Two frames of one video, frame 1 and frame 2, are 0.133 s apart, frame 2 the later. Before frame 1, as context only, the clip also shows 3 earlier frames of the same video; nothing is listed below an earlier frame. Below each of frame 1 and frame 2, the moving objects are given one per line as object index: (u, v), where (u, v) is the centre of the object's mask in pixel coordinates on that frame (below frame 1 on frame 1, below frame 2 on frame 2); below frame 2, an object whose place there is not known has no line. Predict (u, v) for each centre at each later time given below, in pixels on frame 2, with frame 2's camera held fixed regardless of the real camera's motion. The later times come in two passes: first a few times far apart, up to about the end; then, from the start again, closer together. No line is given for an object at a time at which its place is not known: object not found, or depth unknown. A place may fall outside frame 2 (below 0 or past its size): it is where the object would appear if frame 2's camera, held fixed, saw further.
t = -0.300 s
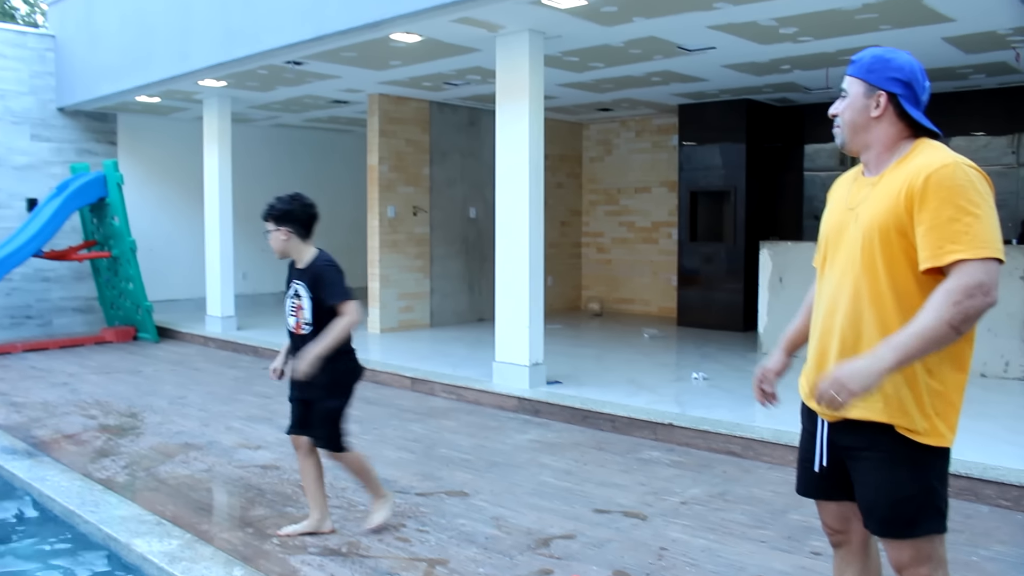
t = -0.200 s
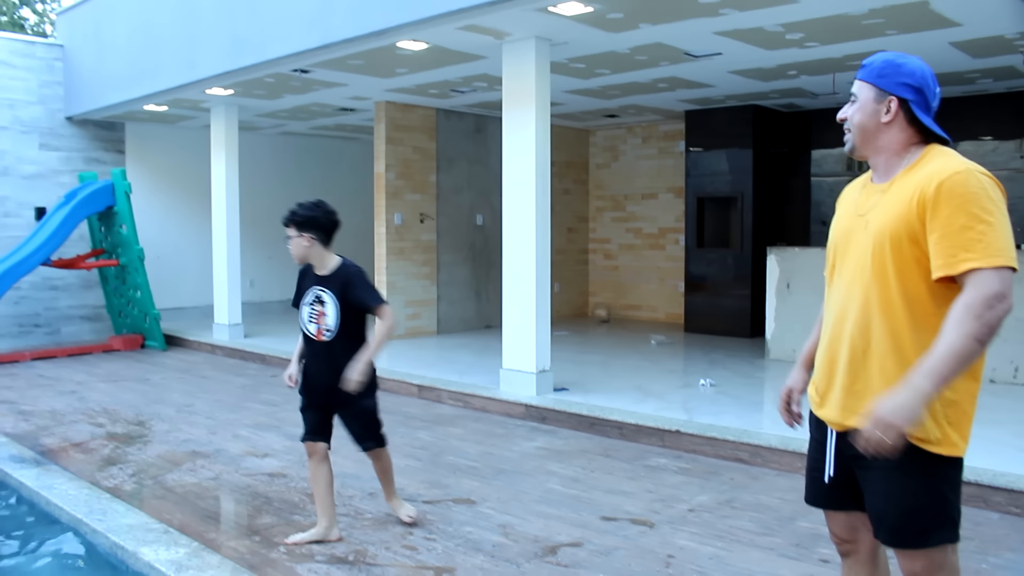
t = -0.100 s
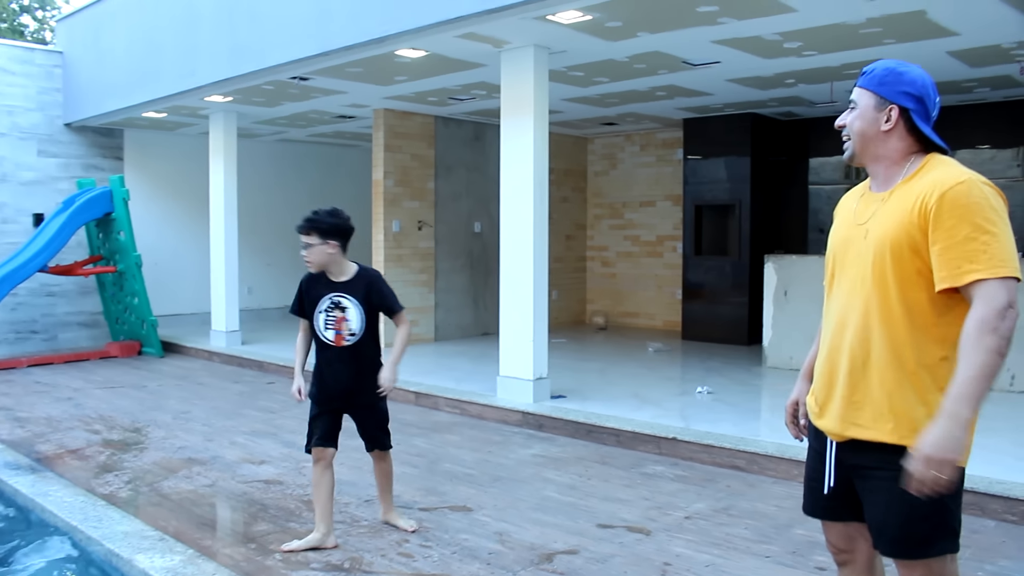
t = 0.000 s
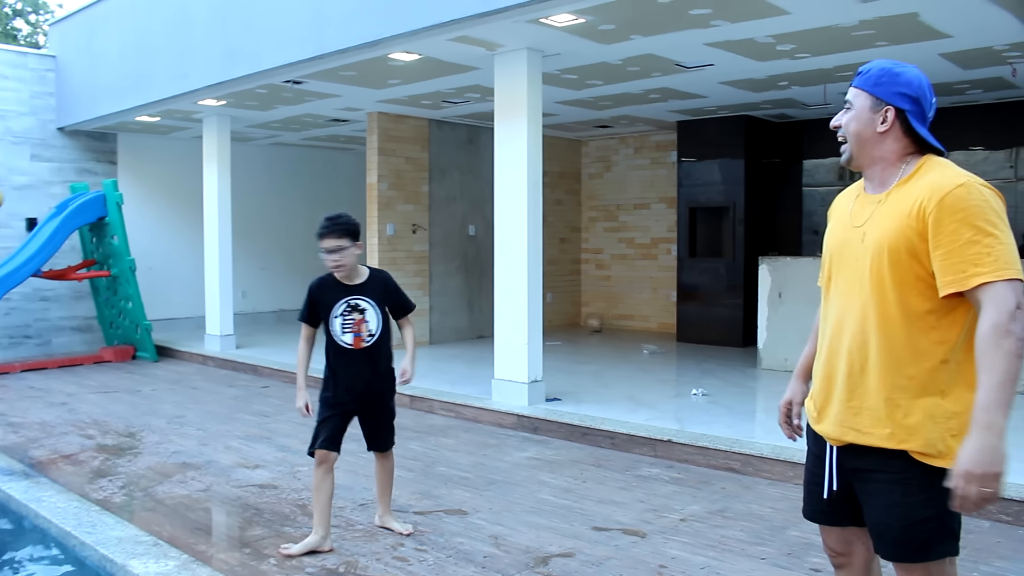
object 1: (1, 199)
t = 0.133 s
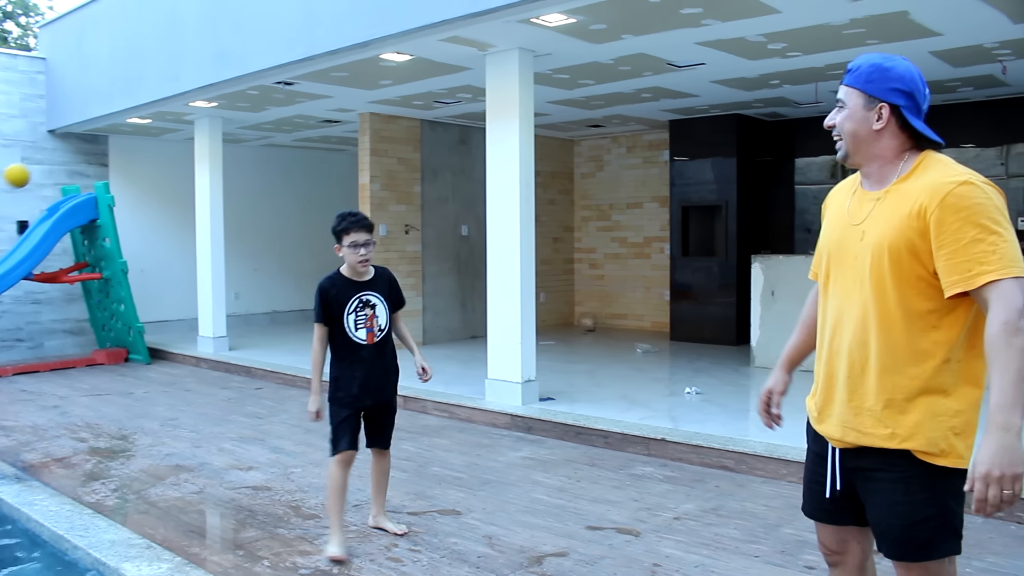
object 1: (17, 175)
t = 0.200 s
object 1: (36, 169)
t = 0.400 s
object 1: (97, 184)
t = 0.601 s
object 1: (165, 252)
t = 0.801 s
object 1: (242, 383)
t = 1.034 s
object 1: (277, 327)
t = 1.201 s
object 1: (292, 284)
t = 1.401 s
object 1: (308, 282)
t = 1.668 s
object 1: (334, 368)
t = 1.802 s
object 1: (347, 406)
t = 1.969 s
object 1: (360, 356)
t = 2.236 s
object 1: (383, 355)
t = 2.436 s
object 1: (404, 424)
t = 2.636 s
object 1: (417, 385)
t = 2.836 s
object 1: (433, 394)
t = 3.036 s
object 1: (448, 421)
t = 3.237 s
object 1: (460, 409)
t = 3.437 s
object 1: (474, 434)
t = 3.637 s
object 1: (485, 430)
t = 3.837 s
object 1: (496, 437)
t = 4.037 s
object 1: (506, 450)
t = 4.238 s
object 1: (514, 459)
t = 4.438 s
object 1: (520, 463)
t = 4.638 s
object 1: (525, 468)
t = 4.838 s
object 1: (528, 475)
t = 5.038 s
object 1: (529, 482)
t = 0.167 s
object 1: (26, 172)
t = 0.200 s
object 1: (36, 169)
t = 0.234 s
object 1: (46, 168)
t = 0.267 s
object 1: (56, 169)
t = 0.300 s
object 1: (65, 171)
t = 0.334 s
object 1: (76, 174)
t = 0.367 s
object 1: (86, 179)
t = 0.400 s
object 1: (97, 184)
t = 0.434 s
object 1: (107, 192)
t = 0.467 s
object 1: (118, 201)
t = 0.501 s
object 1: (129, 212)
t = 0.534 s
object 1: (141, 225)
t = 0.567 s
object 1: (153, 238)
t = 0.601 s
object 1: (165, 252)
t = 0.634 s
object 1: (176, 269)
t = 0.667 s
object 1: (188, 290)
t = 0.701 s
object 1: (200, 310)
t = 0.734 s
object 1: (216, 333)
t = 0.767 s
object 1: (228, 356)
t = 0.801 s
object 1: (242, 383)
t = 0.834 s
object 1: (257, 412)
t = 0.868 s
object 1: (263, 410)
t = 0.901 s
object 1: (266, 390)
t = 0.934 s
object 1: (268, 373)
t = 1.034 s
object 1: (277, 327)
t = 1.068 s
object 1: (280, 316)
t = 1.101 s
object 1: (283, 305)
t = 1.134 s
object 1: (285, 297)
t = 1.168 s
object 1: (289, 289)
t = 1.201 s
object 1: (292, 284)
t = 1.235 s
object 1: (294, 280)
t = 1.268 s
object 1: (297, 278)
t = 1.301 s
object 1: (300, 277)
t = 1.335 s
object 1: (302, 277)
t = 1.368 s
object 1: (305, 279)
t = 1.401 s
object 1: (308, 282)
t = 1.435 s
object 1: (310, 287)
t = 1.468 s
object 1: (314, 294)
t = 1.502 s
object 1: (316, 302)
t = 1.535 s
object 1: (320, 312)
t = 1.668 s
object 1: (334, 368)
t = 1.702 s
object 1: (338, 387)
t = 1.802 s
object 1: (347, 406)
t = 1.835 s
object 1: (350, 394)
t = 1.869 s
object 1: (352, 383)
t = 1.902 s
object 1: (354, 371)
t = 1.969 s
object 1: (360, 356)
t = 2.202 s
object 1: (380, 350)
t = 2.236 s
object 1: (383, 355)
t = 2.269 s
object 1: (385, 362)
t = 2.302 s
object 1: (389, 371)
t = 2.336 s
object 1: (394, 381)
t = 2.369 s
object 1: (397, 394)
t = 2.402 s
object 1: (400, 407)
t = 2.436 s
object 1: (404, 424)
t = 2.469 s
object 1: (407, 423)
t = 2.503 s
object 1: (409, 410)
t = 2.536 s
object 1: (411, 402)
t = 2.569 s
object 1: (412, 395)
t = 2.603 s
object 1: (415, 389)
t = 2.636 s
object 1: (417, 385)
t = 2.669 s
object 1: (419, 383)
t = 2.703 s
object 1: (422, 382)
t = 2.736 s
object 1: (424, 382)
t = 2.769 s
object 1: (427, 384)
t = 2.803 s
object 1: (430, 388)
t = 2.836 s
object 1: (433, 394)
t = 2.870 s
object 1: (435, 401)
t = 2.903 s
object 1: (438, 410)
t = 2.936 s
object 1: (441, 420)
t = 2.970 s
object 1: (445, 433)
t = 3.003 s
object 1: (446, 430)
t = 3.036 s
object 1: (448, 421)
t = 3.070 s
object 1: (450, 415)
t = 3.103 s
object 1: (452, 411)
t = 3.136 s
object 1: (454, 408)
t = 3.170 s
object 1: (456, 407)
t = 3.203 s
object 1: (458, 407)
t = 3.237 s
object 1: (460, 409)
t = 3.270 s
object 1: (463, 413)
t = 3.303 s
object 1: (465, 419)
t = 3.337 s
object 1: (467, 425)
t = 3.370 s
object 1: (470, 435)
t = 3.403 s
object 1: (473, 441)
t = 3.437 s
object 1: (474, 434)
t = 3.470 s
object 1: (475, 429)
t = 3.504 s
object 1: (477, 426)
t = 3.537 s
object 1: (479, 425)
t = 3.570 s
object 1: (481, 425)
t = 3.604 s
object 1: (483, 426)
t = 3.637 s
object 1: (485, 430)
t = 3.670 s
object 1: (487, 435)
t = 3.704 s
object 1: (489, 443)
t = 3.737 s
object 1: (491, 447)
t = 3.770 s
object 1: (493, 442)
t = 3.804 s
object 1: (494, 439)
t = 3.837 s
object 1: (496, 437)
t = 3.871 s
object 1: (497, 438)
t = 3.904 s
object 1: (499, 440)
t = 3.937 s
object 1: (501, 443)
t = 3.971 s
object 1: (503, 450)
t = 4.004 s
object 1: (505, 454)
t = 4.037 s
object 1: (506, 450)
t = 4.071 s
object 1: (507, 448)
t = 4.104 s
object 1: (508, 447)
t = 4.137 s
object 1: (510, 448)
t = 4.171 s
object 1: (511, 452)
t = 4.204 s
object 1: (513, 458)
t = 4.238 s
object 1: (514, 459)
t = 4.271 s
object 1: (516, 456)
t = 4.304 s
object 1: (516, 455)
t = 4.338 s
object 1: (517, 456)
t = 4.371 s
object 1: (518, 460)
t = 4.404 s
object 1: (519, 464)
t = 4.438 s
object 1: (520, 463)
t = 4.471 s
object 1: (521, 462)
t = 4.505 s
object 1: (522, 462)
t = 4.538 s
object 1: (523, 466)
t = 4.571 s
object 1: (523, 468)
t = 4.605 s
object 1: (524, 467)
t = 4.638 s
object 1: (525, 468)
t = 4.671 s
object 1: (525, 470)
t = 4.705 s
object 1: (526, 472)
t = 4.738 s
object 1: (526, 471)
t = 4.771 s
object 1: (527, 473)
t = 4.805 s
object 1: (528, 475)
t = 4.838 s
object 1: (528, 475)
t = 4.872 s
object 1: (528, 476)
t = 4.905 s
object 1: (528, 478)
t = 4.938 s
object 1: (529, 478)
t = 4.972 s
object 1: (529, 480)
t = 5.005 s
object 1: (529, 481)
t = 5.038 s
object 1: (529, 482)
